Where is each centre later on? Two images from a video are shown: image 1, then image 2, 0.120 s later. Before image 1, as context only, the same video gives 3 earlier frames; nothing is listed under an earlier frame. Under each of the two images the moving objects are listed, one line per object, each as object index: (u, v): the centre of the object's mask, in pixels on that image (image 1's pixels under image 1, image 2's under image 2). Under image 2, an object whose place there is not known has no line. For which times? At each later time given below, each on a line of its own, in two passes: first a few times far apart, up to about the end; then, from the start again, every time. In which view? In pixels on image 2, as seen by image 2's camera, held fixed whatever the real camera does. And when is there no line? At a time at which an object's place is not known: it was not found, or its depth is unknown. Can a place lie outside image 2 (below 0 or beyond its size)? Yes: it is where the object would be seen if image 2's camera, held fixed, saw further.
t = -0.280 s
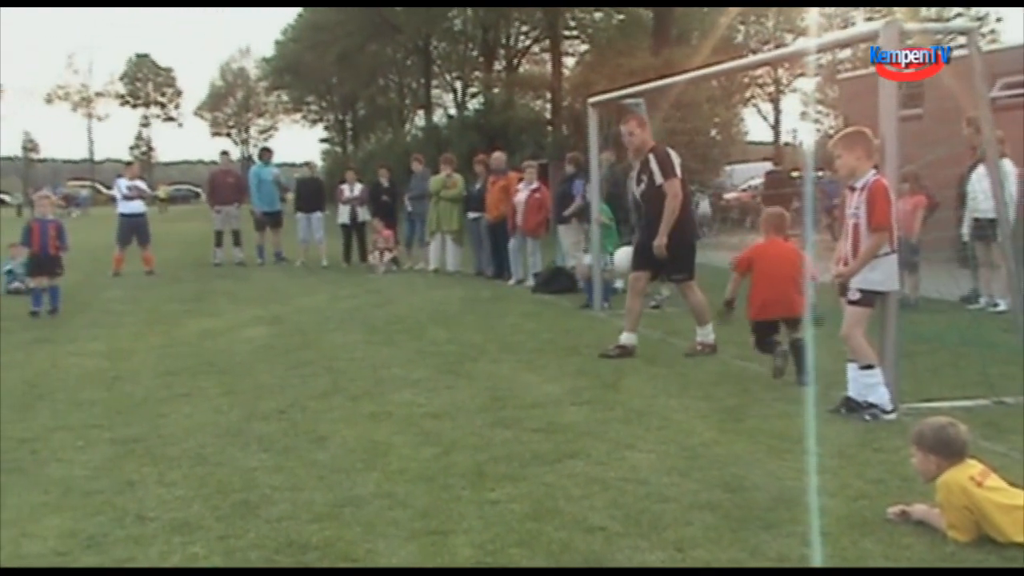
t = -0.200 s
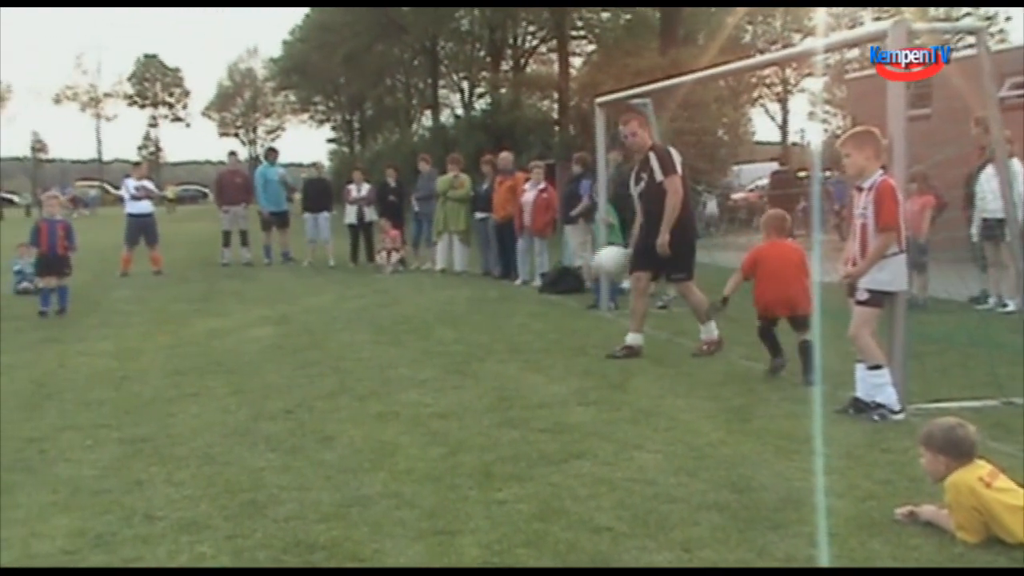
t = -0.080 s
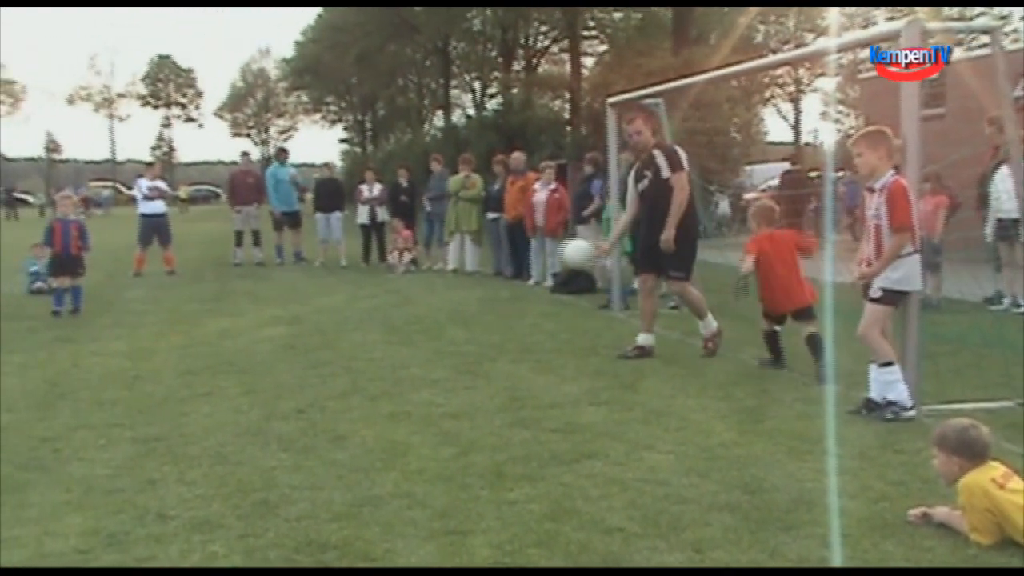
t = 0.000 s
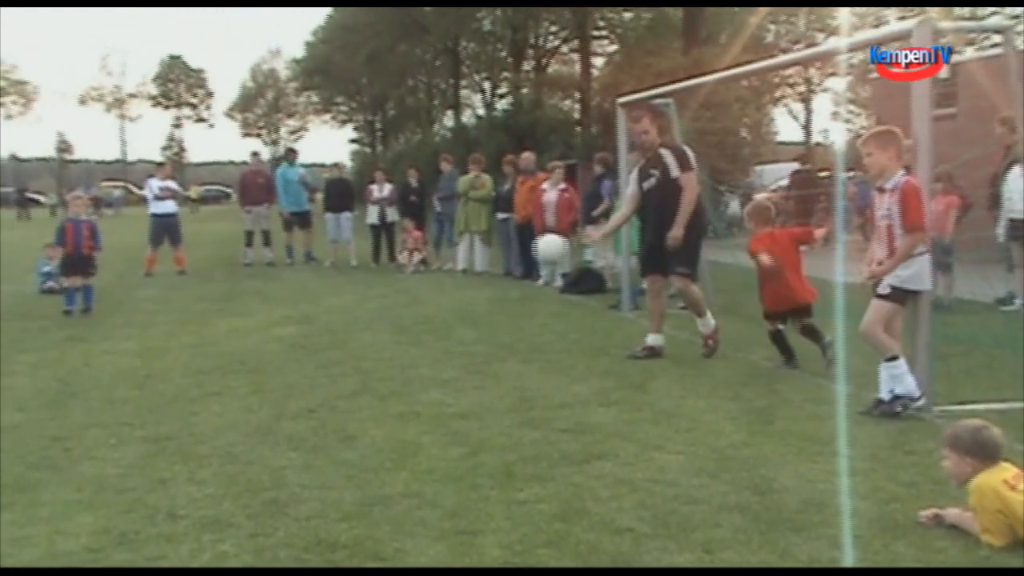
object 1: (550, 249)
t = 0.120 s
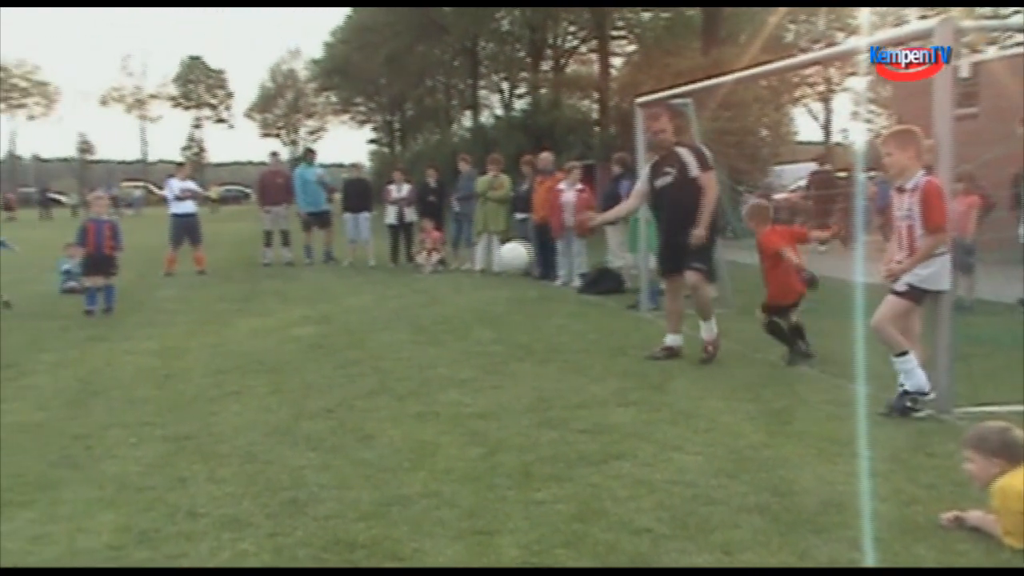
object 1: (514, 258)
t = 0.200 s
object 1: (476, 272)
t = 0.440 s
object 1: (369, 355)
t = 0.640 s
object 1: (305, 318)
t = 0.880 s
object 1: (228, 349)
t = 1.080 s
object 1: (161, 355)
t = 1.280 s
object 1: (91, 377)
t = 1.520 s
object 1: (10, 380)
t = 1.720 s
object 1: (-52, 385)
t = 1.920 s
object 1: (-112, 390)
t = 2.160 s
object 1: (-178, 393)
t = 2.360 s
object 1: (-224, 395)
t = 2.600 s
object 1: (-273, 396)
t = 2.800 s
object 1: (-301, 397)
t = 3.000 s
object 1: (-325, 398)
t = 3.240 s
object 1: (-346, 397)
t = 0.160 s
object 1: (497, 262)
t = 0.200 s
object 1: (476, 272)
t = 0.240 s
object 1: (457, 284)
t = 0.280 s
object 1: (441, 295)
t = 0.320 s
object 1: (420, 314)
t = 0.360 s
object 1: (401, 333)
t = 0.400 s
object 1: (381, 357)
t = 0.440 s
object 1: (369, 355)
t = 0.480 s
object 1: (355, 342)
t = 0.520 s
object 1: (342, 334)
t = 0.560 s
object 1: (330, 327)
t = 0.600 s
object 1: (317, 321)
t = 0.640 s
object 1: (305, 318)
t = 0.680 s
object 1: (292, 317)
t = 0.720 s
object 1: (280, 319)
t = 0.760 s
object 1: (267, 322)
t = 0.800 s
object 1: (254, 329)
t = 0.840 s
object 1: (241, 337)
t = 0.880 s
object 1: (228, 349)
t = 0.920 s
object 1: (216, 365)
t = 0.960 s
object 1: (204, 368)
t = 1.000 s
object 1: (190, 361)
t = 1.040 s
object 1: (175, 357)
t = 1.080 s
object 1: (161, 355)
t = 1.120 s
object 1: (147, 355)
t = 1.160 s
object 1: (132, 359)
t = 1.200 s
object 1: (119, 365)
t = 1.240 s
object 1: (104, 374)
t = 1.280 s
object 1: (91, 377)
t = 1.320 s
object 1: (78, 373)
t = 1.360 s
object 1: (65, 372)
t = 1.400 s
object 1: (51, 373)
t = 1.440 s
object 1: (37, 378)
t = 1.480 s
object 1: (23, 381)
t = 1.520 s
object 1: (10, 380)
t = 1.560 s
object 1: (-3, 379)
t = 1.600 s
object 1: (-15, 380)
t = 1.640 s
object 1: (-27, 383)
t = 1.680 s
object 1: (-39, 385)
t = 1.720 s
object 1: (-52, 385)
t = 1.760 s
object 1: (-64, 385)
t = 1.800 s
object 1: (-76, 387)
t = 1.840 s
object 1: (-88, 389)
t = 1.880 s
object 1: (-100, 390)
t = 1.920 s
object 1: (-112, 390)
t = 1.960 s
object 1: (-123, 390)
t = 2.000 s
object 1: (-135, 391)
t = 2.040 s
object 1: (-146, 392)
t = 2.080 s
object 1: (-157, 393)
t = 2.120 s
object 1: (-167, 394)
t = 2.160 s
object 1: (-178, 393)
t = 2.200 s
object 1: (-187, 393)
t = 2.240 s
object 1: (-196, 394)
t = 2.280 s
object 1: (-205, 394)
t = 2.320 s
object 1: (-215, 395)
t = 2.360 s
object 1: (-224, 395)
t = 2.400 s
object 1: (-233, 395)
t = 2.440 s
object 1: (-241, 396)
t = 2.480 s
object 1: (-251, 396)
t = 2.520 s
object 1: (-259, 398)
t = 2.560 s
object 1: (-266, 397)
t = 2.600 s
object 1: (-273, 396)
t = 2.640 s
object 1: (-279, 396)
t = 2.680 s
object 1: (-286, 397)
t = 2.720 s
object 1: (-292, 397)
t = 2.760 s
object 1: (-296, 397)
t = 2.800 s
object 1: (-301, 397)
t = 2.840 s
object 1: (-305, 397)
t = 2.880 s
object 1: (-310, 398)
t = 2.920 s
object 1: (-315, 398)
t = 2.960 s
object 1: (-321, 398)
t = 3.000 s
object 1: (-325, 398)
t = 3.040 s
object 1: (-330, 398)
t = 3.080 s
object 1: (-334, 398)
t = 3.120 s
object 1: (-338, 398)
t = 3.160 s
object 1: (-342, 398)
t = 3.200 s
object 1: (-343, 397)
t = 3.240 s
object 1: (-346, 397)
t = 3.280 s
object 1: (-348, 397)
